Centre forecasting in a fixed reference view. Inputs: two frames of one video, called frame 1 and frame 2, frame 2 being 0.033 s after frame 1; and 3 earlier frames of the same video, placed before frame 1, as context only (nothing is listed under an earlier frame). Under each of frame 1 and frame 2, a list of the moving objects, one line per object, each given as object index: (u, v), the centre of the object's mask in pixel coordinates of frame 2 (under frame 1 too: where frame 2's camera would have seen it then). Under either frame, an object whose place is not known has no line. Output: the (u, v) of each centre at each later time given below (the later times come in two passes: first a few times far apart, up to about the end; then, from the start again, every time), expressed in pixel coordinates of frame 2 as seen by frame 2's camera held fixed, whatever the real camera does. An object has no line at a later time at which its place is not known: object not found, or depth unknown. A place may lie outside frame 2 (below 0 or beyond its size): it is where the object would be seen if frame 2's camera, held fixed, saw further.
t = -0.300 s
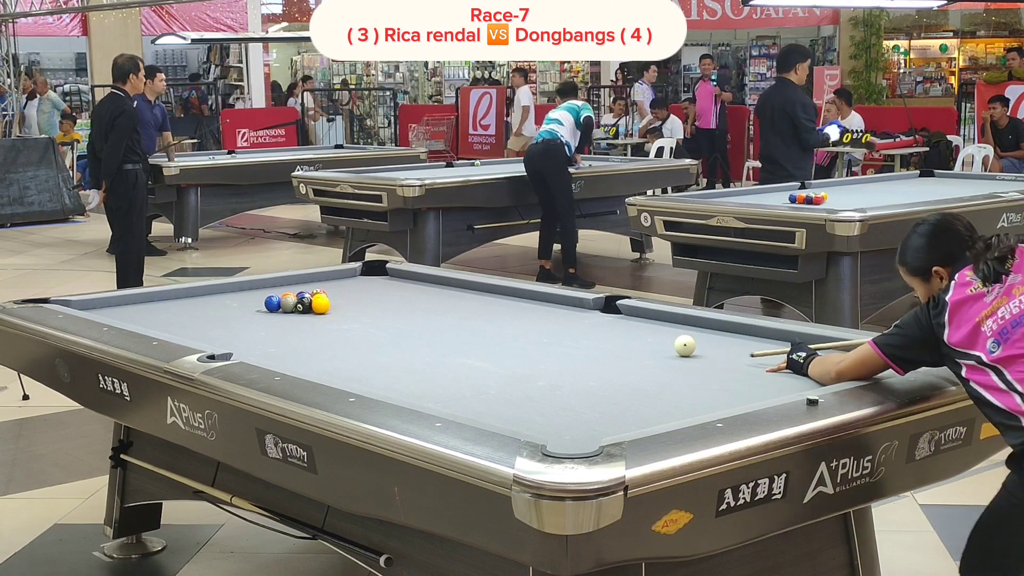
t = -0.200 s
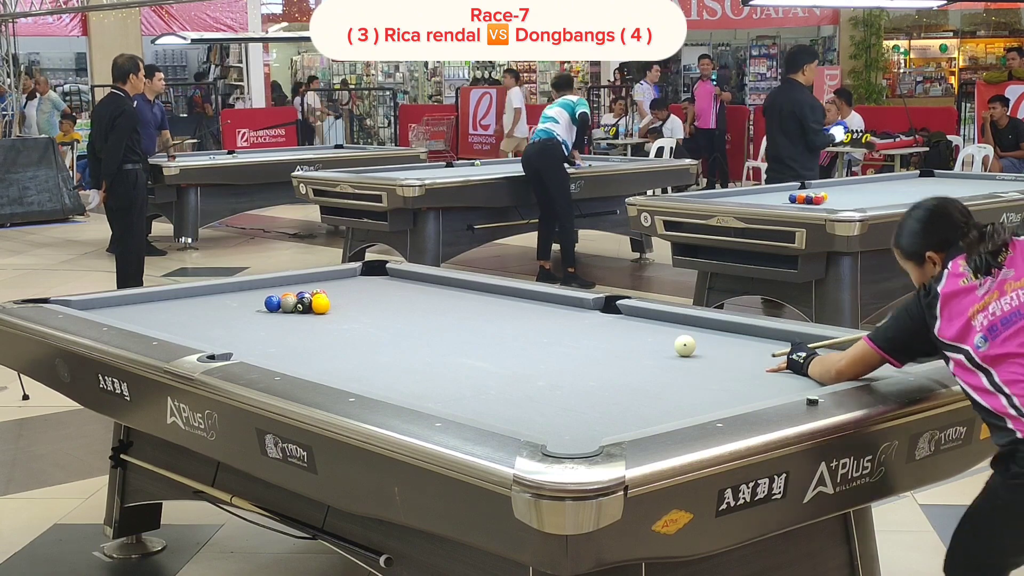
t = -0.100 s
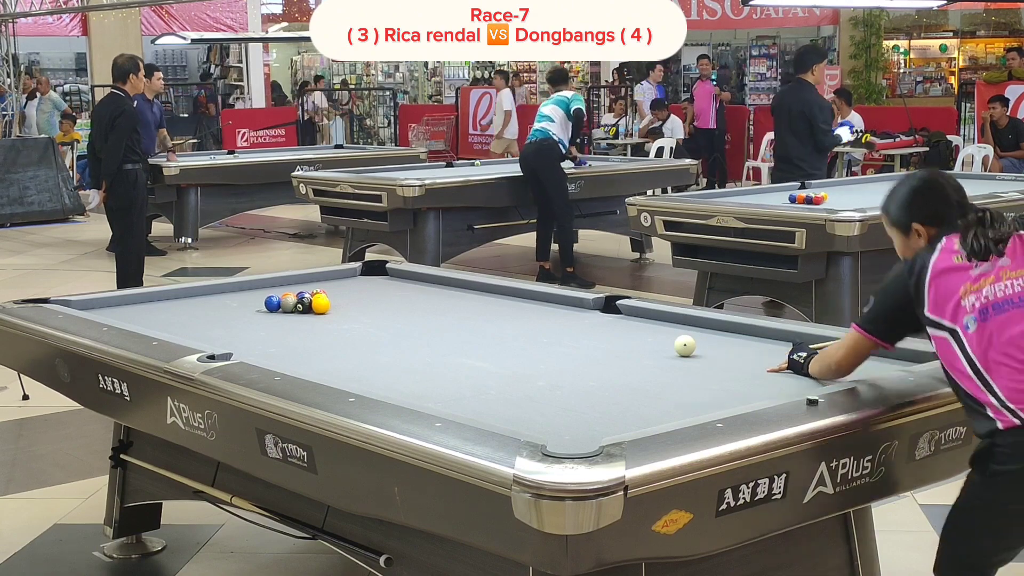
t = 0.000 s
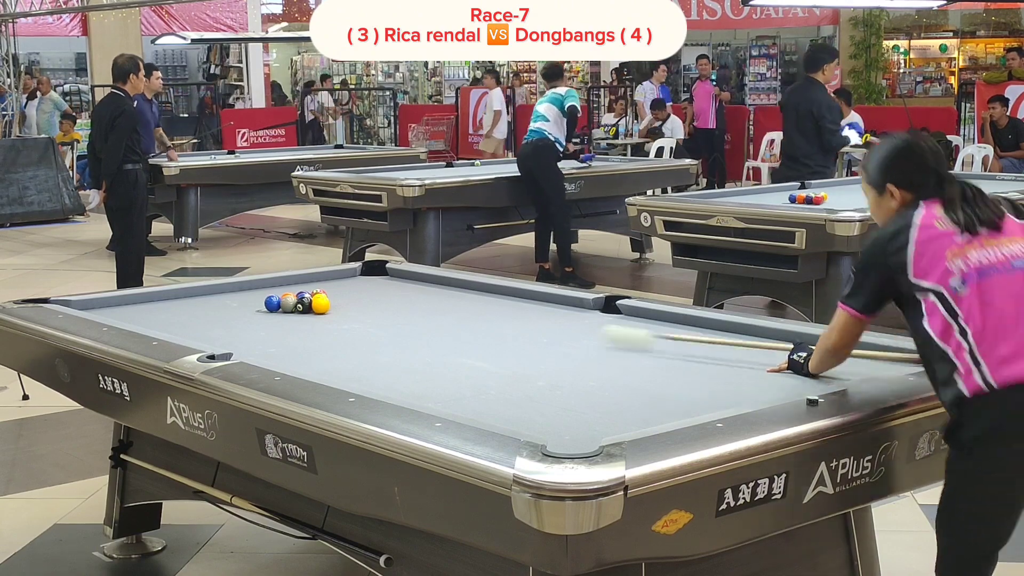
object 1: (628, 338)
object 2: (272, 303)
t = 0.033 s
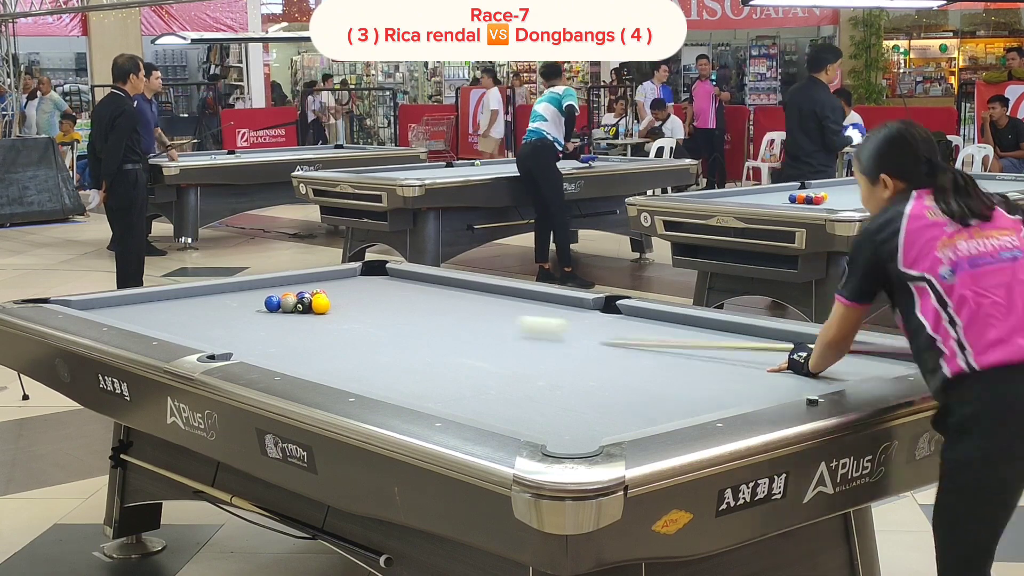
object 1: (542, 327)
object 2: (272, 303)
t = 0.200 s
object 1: (366, 300)
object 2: (166, 298)
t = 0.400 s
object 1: (427, 287)
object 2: (131, 321)
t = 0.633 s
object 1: (411, 281)
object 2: (278, 337)
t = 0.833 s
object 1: (431, 284)
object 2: (345, 339)
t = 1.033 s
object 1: (448, 286)
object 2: (415, 342)
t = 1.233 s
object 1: (463, 288)
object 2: (487, 345)
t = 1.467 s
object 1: (480, 291)
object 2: (573, 349)
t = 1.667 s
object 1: (495, 293)
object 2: (648, 352)
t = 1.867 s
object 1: (510, 295)
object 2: (724, 356)
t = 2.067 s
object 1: (524, 297)
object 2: (800, 359)
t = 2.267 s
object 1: (537, 299)
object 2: (878, 361)
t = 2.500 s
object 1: (552, 302)
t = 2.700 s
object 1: (565, 303)
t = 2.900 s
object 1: (577, 305)
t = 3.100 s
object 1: (589, 307)
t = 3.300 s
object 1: (601, 308)
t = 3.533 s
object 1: (613, 310)
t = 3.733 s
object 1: (624, 312)
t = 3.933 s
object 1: (634, 313)
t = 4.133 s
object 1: (643, 314)
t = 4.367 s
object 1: (653, 316)
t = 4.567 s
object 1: (661, 316)
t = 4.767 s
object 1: (668, 317)
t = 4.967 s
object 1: (675, 318)
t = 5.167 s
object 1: (679, 319)
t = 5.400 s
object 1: (683, 320)
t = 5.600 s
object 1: (686, 321)
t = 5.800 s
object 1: (688, 321)
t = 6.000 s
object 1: (690, 321)
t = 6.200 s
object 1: (691, 321)
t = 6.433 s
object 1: (692, 321)
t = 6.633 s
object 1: (692, 321)
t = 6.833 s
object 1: (692, 321)
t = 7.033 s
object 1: (692, 321)
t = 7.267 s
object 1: (692, 321)
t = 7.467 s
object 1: (692, 321)
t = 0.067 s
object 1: (463, 320)
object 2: (272, 303)
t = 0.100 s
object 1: (392, 311)
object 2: (272, 303)
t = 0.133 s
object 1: (340, 305)
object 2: (265, 303)
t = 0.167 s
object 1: (353, 303)
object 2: (213, 301)
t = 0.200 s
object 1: (366, 300)
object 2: (166, 298)
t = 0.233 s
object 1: (379, 298)
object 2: (124, 299)
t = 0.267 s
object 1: (390, 296)
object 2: (123, 304)
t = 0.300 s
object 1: (401, 294)
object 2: (123, 309)
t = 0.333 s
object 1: (410, 292)
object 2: (122, 314)
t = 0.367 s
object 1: (419, 289)
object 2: (123, 317)
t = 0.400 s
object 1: (427, 287)
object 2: (131, 321)
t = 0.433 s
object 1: (434, 285)
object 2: (154, 324)
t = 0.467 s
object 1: (440, 283)
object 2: (175, 327)
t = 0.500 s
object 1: (445, 281)
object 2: (196, 329)
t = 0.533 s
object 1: (438, 281)
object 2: (218, 331)
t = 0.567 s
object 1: (428, 281)
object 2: (235, 332)
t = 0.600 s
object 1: (419, 281)
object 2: (260, 334)
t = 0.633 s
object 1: (411, 281)
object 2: (278, 337)
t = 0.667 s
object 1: (405, 281)
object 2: (289, 337)
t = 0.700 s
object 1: (411, 282)
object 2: (300, 336)
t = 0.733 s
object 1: (417, 282)
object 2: (310, 336)
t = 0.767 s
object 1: (422, 283)
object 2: (322, 337)
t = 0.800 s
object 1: (427, 283)
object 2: (333, 338)
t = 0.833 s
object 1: (431, 284)
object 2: (345, 339)
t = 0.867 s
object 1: (435, 284)
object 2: (356, 340)
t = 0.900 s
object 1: (437, 285)
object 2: (368, 340)
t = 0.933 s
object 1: (440, 285)
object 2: (380, 341)
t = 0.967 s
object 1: (443, 285)
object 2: (392, 341)
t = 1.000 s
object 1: (445, 286)
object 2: (403, 342)
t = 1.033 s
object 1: (448, 286)
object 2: (415, 342)
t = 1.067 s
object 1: (450, 287)
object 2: (427, 343)
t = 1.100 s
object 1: (453, 287)
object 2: (439, 343)
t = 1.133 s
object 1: (455, 287)
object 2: (451, 344)
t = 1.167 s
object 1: (458, 288)
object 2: (464, 344)
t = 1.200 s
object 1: (461, 288)
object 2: (475, 345)
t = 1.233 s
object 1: (463, 288)
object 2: (487, 345)
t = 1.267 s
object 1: (466, 289)
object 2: (499, 346)
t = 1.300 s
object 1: (468, 289)
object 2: (512, 347)
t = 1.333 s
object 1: (470, 289)
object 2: (524, 347)
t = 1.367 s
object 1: (473, 290)
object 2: (537, 347)
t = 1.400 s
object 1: (476, 290)
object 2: (548, 348)
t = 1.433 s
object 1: (478, 291)
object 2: (560, 349)
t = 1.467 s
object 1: (480, 291)
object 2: (573, 349)
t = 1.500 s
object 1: (483, 291)
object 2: (586, 349)
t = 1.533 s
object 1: (485, 292)
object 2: (598, 350)
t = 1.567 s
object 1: (488, 292)
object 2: (611, 350)
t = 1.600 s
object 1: (490, 292)
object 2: (623, 351)
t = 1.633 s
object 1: (493, 293)
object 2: (635, 352)
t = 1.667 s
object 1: (495, 293)
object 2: (648, 352)
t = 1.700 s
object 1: (498, 294)
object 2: (660, 353)
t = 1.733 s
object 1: (500, 294)
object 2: (673, 353)
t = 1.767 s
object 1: (502, 294)
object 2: (685, 354)
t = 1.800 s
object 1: (505, 295)
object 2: (698, 354)
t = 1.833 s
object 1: (507, 295)
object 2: (711, 355)
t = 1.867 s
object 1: (510, 295)
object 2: (724, 356)
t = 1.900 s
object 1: (512, 296)
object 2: (736, 356)
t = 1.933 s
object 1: (514, 296)
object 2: (749, 357)
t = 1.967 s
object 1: (516, 296)
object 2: (762, 357)
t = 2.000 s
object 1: (519, 297)
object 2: (775, 358)
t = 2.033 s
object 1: (521, 297)
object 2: (788, 358)
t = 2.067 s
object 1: (524, 297)
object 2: (800, 359)
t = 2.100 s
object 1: (526, 298)
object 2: (813, 360)
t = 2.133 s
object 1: (528, 298)
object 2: (827, 360)
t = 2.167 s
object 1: (530, 298)
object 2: (839, 360)
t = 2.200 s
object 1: (532, 299)
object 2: (852, 360)
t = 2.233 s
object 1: (535, 299)
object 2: (865, 361)
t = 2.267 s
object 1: (537, 299)
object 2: (878, 361)
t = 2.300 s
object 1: (539, 300)
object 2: (891, 361)
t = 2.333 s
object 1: (541, 300)
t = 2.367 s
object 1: (543, 300)
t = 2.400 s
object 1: (546, 301)
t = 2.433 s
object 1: (548, 301)
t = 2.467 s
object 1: (550, 301)
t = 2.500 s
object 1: (552, 302)
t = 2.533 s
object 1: (554, 302)
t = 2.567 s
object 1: (557, 302)
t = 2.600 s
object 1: (559, 303)
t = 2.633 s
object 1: (561, 303)
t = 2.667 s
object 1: (563, 303)
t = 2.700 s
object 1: (565, 303)
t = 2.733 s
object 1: (567, 304)
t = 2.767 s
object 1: (569, 304)
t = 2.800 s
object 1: (571, 304)
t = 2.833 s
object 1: (573, 305)
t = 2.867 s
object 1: (575, 305)
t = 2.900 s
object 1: (577, 305)
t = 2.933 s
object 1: (579, 306)
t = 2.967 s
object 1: (581, 306)
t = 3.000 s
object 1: (583, 306)
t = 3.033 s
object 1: (585, 306)
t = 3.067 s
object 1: (587, 307)
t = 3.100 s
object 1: (589, 307)
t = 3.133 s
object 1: (591, 307)
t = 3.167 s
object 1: (593, 308)
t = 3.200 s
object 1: (595, 308)
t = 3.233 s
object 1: (597, 308)
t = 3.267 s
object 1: (599, 308)
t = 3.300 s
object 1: (601, 308)
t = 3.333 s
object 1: (602, 309)
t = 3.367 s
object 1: (604, 309)
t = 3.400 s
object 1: (606, 309)
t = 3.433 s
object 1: (608, 309)
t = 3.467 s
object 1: (610, 310)
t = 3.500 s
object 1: (612, 310)
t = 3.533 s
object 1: (613, 310)
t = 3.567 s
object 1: (615, 311)
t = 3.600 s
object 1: (617, 311)
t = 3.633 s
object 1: (619, 311)
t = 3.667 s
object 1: (620, 311)
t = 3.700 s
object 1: (622, 311)
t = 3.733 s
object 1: (624, 312)
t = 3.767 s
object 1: (625, 312)
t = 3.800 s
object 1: (627, 312)
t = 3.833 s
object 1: (629, 313)
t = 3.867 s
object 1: (630, 313)
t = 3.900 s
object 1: (632, 313)
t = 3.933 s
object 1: (634, 313)
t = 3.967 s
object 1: (635, 313)
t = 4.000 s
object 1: (637, 313)
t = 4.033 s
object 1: (639, 314)
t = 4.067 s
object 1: (640, 314)
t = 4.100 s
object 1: (642, 314)
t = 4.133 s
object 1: (643, 314)
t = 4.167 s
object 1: (645, 314)
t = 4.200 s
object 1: (646, 314)
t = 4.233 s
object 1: (647, 315)
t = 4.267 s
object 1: (649, 315)
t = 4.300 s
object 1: (650, 315)
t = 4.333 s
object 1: (652, 315)
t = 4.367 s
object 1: (653, 316)
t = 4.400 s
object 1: (655, 315)
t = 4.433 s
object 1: (656, 316)
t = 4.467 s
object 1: (657, 316)
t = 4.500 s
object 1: (658, 316)
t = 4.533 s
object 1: (660, 316)
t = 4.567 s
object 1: (661, 316)
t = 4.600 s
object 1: (662, 317)
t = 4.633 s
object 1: (663, 317)
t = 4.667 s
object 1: (665, 317)
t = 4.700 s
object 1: (666, 317)
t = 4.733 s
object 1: (667, 317)
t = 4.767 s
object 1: (668, 317)
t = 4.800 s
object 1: (669, 318)
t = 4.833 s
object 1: (670, 318)
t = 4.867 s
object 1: (672, 318)
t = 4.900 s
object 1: (673, 318)
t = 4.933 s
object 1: (674, 318)
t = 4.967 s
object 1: (675, 318)
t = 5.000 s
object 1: (676, 318)
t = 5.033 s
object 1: (677, 318)
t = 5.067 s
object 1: (677, 319)
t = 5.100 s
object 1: (678, 319)
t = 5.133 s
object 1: (679, 319)
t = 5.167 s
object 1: (679, 319)
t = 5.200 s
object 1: (680, 319)
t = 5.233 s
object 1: (680, 319)
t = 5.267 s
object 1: (681, 319)
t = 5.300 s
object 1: (681, 320)
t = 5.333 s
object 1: (682, 320)
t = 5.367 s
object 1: (682, 320)
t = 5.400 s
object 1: (683, 320)
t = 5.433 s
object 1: (684, 320)
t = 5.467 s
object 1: (684, 320)
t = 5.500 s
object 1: (684, 320)
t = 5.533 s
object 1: (685, 320)
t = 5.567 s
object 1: (686, 320)
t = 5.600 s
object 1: (686, 321)
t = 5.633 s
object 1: (686, 321)
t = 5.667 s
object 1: (687, 321)
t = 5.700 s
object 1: (687, 321)
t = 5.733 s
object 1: (687, 321)
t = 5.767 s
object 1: (688, 321)
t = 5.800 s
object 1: (688, 321)
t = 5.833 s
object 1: (689, 321)
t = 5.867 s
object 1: (689, 321)
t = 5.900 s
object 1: (689, 321)
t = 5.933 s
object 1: (689, 321)
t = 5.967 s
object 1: (690, 321)
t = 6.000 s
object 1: (690, 321)
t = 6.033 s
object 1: (690, 321)
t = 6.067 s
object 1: (690, 321)
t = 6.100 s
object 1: (691, 321)
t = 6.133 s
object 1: (691, 321)
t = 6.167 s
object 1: (691, 321)
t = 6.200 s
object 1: (691, 321)
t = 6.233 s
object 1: (691, 321)
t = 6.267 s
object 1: (691, 321)
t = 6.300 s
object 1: (691, 321)
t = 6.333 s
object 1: (691, 321)
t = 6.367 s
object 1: (691, 321)
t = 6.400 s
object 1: (692, 321)
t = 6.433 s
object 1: (692, 321)
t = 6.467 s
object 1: (692, 321)
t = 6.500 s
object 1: (692, 321)
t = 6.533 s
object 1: (692, 321)
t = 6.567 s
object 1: (692, 321)
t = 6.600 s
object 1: (692, 321)
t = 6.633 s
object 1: (692, 321)
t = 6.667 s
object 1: (692, 321)
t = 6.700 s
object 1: (692, 321)
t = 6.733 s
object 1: (692, 321)
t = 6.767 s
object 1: (692, 321)
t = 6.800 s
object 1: (692, 321)
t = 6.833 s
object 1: (692, 321)
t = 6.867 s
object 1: (692, 321)
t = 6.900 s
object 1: (692, 321)
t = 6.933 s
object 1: (692, 321)
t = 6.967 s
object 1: (692, 321)
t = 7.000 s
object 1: (692, 321)
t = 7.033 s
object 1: (692, 321)
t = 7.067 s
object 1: (692, 321)
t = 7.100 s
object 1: (692, 321)
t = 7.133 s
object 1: (692, 321)
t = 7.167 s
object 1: (692, 321)
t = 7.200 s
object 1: (692, 321)
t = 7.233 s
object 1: (692, 321)
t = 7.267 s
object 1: (692, 321)
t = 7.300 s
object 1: (692, 321)
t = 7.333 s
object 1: (692, 321)
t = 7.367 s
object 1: (692, 321)
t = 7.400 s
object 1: (692, 321)
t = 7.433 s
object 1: (692, 321)
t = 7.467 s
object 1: (692, 321)
